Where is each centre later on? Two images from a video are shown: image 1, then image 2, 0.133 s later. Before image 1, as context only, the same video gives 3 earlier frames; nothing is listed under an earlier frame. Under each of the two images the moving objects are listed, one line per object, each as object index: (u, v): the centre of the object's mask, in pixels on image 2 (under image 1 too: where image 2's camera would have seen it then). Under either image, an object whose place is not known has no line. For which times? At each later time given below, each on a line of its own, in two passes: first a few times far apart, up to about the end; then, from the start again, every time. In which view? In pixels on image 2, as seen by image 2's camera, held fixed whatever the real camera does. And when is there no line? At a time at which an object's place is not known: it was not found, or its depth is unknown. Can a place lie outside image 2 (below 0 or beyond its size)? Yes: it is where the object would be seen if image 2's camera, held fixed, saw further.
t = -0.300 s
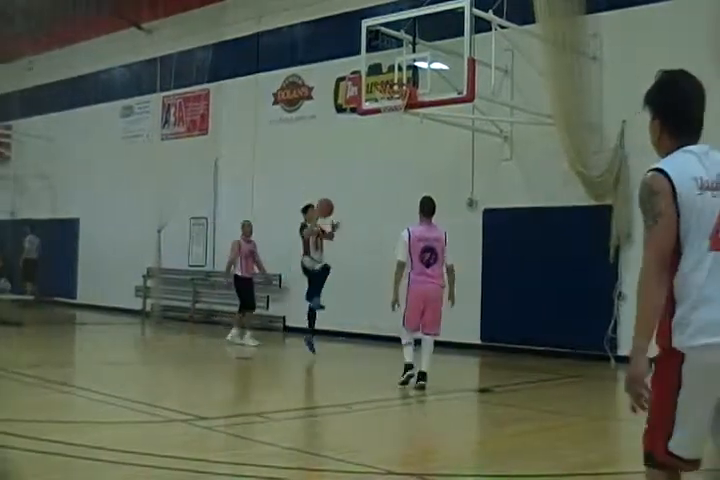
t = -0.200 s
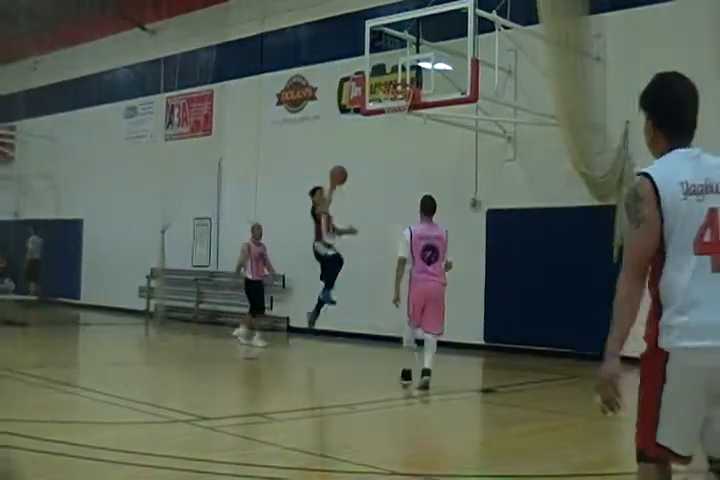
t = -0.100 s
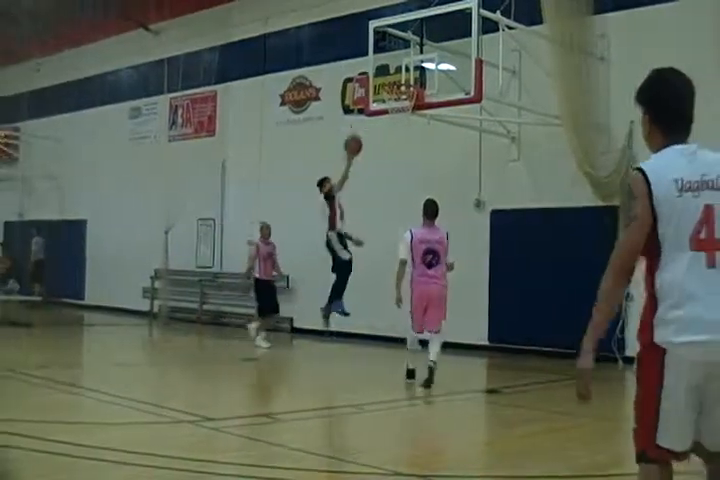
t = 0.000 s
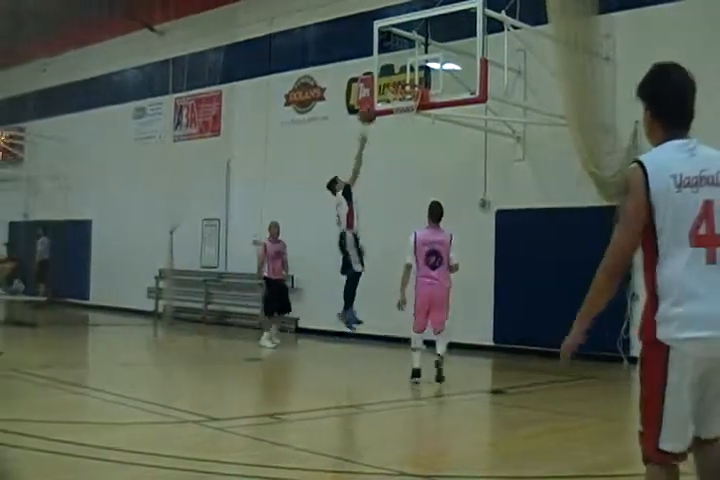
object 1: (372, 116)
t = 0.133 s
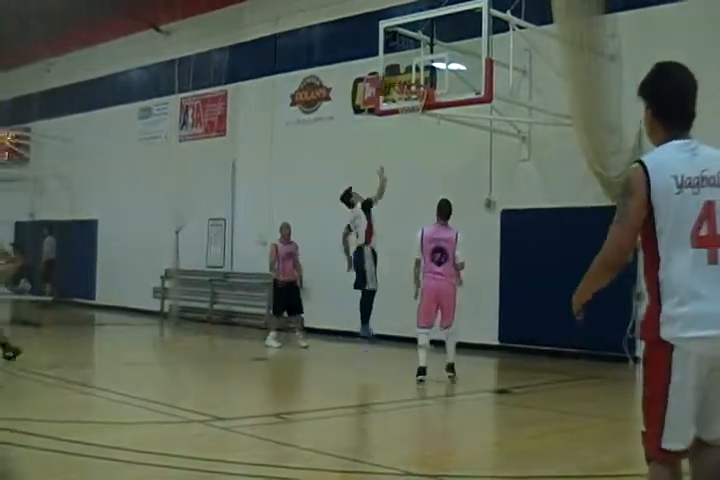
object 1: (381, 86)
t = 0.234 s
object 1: (394, 74)
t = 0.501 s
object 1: (414, 87)
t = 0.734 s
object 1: (400, 114)
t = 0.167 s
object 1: (389, 79)
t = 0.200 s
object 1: (392, 74)
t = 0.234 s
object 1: (394, 74)
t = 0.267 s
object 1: (395, 72)
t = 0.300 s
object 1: (398, 71)
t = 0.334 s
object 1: (401, 71)
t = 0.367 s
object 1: (405, 71)
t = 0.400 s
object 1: (407, 73)
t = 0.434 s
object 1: (411, 75)
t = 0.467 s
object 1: (414, 81)
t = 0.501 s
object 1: (414, 87)
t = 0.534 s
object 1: (414, 90)
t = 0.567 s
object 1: (411, 91)
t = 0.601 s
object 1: (408, 94)
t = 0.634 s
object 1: (406, 100)
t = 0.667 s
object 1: (403, 107)
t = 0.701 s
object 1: (401, 111)
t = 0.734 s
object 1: (400, 114)
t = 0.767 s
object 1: (399, 117)
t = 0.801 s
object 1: (399, 119)
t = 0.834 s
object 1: (399, 123)
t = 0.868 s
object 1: (399, 129)
